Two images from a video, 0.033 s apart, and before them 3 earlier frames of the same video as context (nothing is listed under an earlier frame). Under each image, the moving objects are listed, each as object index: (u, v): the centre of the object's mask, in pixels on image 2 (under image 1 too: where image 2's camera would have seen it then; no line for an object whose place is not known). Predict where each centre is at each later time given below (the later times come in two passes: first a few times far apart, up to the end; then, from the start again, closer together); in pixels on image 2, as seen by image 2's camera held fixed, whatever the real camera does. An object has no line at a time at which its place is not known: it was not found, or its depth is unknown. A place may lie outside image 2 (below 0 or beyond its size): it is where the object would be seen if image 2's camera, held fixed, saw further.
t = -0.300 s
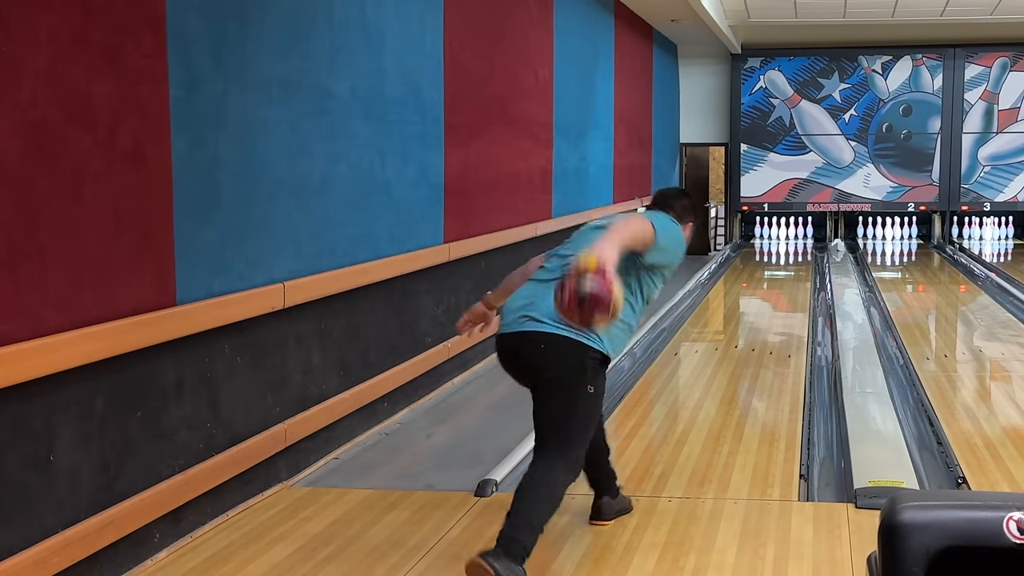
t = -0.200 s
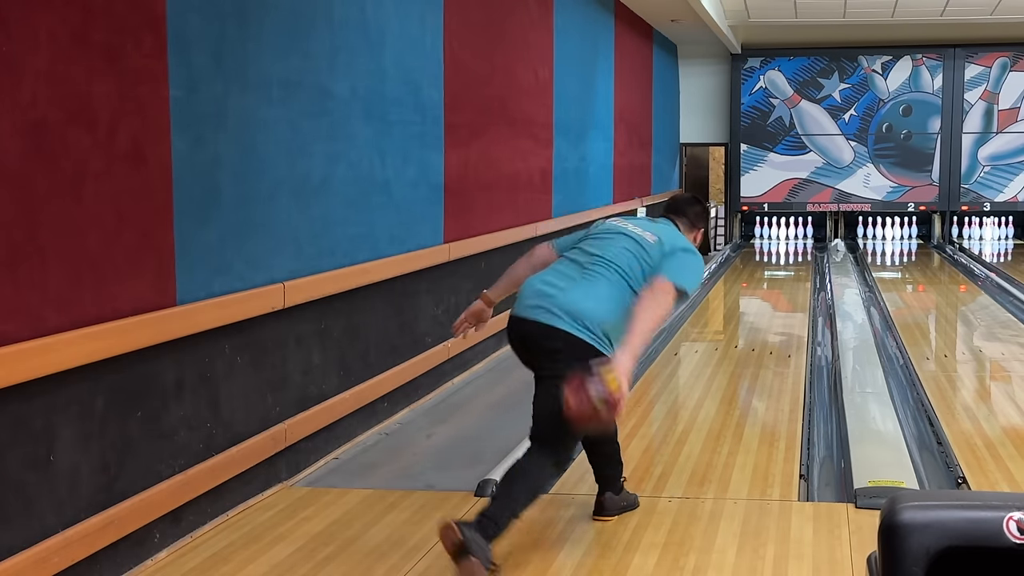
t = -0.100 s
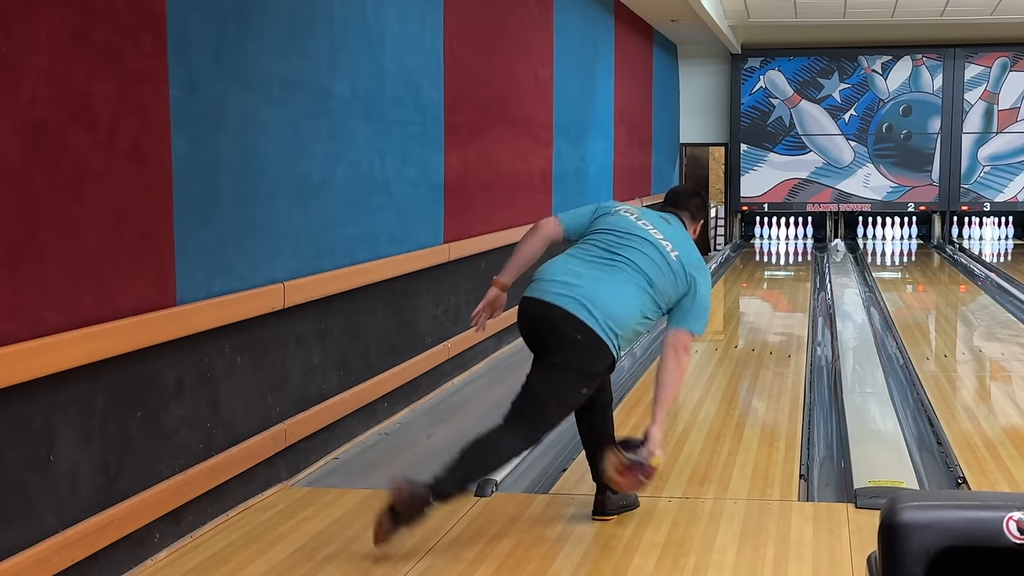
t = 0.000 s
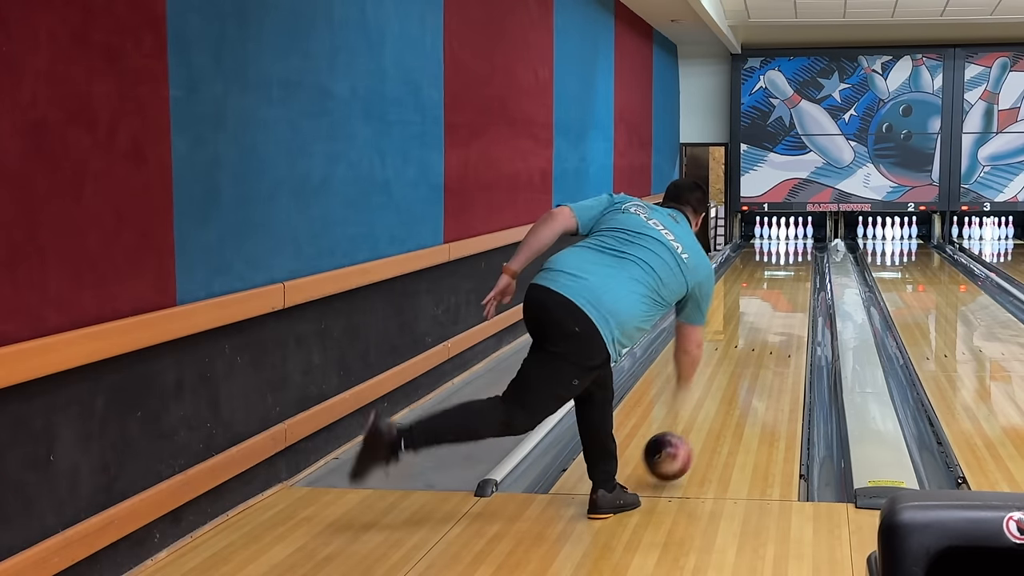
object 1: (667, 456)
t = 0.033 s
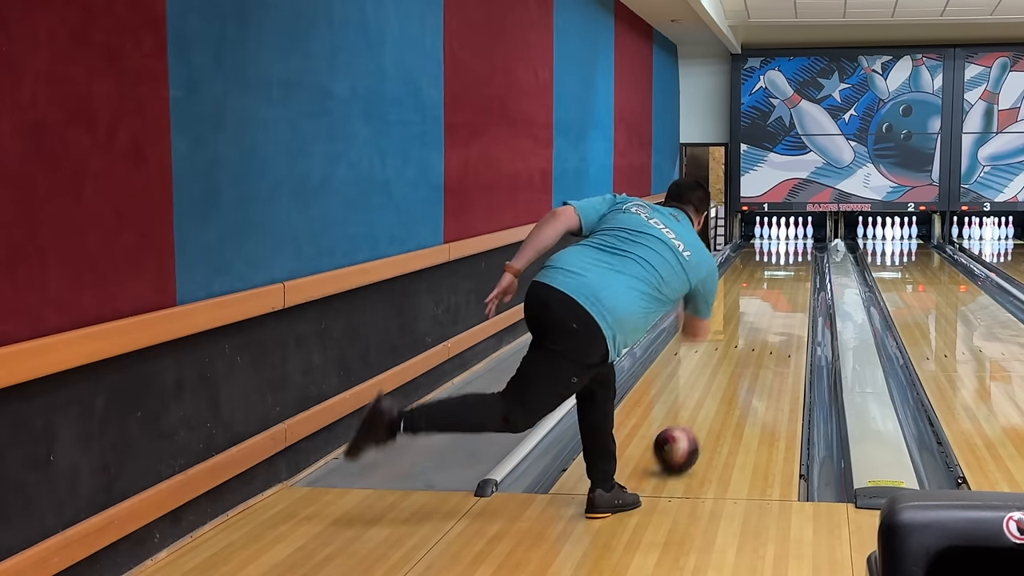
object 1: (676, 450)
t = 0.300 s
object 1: (727, 379)
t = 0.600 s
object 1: (760, 331)
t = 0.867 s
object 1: (778, 303)
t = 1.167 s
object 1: (792, 281)
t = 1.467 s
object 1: (800, 265)
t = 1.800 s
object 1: (803, 252)
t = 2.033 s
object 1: (802, 246)
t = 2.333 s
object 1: (793, 238)
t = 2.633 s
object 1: (789, 233)
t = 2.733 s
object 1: (790, 232)
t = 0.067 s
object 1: (684, 437)
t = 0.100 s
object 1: (691, 428)
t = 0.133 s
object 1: (698, 418)
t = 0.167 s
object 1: (705, 409)
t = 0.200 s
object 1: (711, 401)
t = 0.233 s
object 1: (716, 393)
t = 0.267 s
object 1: (722, 386)
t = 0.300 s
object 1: (727, 379)
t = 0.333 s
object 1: (731, 372)
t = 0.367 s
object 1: (735, 366)
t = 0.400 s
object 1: (739, 360)
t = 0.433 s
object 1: (743, 355)
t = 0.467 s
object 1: (747, 350)
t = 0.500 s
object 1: (749, 346)
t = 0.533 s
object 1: (763, 338)
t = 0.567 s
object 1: (759, 335)
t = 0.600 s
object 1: (760, 331)
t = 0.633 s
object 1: (762, 327)
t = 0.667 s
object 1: (765, 323)
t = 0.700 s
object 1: (767, 320)
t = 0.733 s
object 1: (770, 316)
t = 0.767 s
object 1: (772, 312)
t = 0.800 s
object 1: (774, 309)
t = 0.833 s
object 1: (776, 306)
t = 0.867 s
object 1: (778, 303)
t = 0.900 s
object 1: (780, 300)
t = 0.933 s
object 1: (781, 298)
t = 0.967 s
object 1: (783, 295)
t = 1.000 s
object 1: (785, 292)
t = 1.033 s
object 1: (786, 290)
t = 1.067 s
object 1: (788, 288)
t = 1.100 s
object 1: (789, 286)
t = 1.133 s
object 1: (791, 283)
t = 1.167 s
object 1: (792, 281)
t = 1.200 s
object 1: (793, 279)
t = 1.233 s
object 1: (794, 277)
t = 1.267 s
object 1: (795, 275)
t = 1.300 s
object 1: (795, 274)
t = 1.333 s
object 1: (797, 271)
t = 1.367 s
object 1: (797, 270)
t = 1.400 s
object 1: (798, 268)
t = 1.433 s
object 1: (799, 267)
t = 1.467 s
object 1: (800, 265)
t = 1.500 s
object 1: (801, 264)
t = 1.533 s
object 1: (801, 262)
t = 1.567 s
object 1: (801, 261)
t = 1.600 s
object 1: (801, 260)
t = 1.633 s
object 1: (802, 258)
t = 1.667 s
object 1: (802, 257)
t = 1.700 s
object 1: (803, 255)
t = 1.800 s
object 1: (803, 252)
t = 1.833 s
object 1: (803, 252)
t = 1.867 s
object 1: (803, 251)
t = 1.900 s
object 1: (803, 250)
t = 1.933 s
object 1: (803, 248)
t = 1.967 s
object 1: (802, 247)
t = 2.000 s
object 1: (802, 247)
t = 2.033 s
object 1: (802, 246)
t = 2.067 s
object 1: (801, 245)
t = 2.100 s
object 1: (800, 243)
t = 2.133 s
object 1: (800, 243)
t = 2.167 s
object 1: (799, 242)
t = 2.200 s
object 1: (798, 241)
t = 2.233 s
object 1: (797, 240)
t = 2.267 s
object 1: (796, 239)
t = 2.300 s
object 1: (795, 238)
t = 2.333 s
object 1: (793, 238)
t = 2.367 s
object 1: (792, 238)
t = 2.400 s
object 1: (791, 237)
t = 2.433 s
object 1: (790, 236)
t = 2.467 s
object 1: (788, 236)
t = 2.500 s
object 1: (788, 235)
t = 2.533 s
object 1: (788, 235)
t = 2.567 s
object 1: (788, 235)
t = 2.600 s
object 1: (788, 234)
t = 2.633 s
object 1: (789, 233)
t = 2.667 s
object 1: (789, 233)
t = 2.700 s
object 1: (790, 233)
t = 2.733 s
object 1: (790, 232)
